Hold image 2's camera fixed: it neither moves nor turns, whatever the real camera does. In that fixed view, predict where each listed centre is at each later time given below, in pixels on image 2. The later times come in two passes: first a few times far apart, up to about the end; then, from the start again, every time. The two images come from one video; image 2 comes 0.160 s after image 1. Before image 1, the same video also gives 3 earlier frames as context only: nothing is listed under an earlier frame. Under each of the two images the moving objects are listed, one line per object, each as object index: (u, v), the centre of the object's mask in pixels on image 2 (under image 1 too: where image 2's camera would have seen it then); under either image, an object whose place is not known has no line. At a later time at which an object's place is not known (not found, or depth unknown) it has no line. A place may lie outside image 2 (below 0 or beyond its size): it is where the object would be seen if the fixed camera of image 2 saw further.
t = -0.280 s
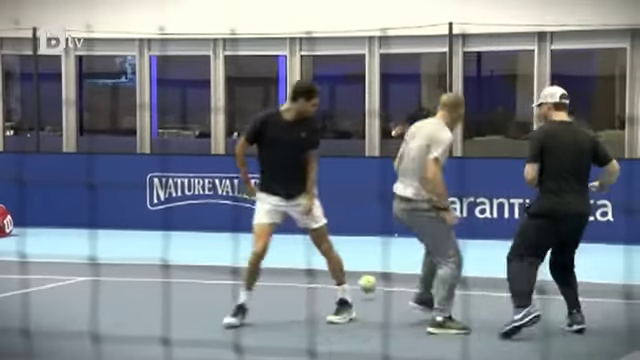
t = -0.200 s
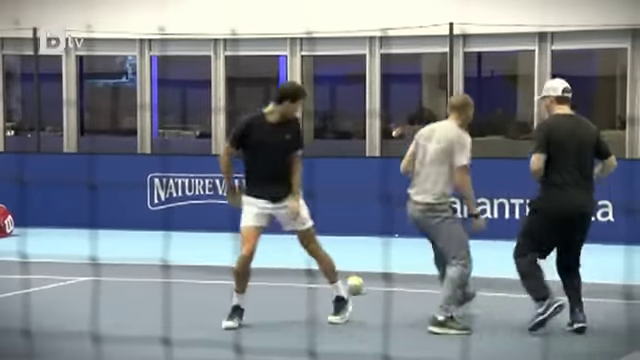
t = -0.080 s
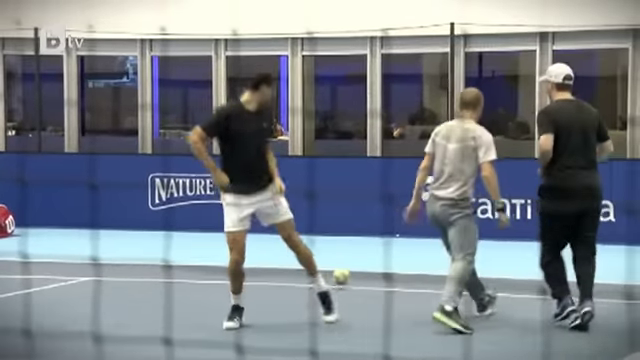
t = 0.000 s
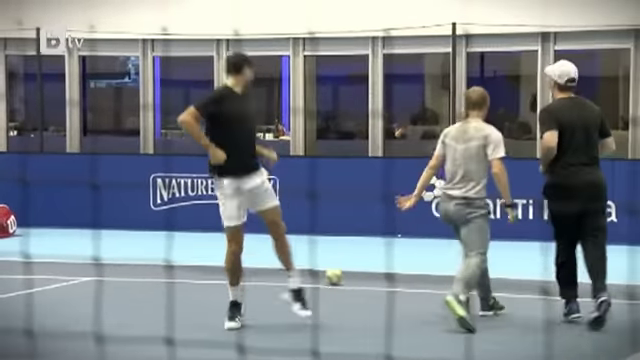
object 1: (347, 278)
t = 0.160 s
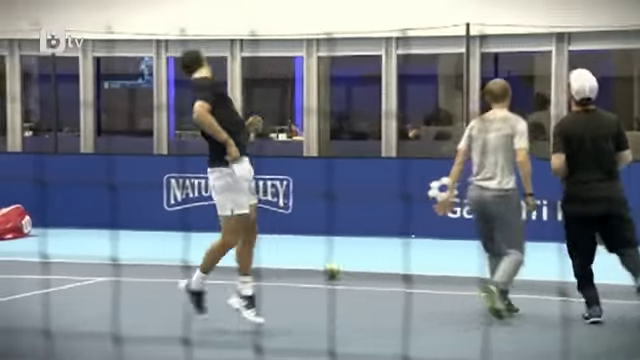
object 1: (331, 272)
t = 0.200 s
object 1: (329, 271)
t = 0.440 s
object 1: (305, 263)
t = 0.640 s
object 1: (287, 258)
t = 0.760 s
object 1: (279, 254)
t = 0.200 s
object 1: (329, 271)
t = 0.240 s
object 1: (323, 269)
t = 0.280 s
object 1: (319, 266)
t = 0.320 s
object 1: (316, 265)
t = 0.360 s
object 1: (312, 266)
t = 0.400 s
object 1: (308, 263)
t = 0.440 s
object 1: (305, 263)
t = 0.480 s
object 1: (301, 262)
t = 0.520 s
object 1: (298, 258)
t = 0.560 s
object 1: (295, 258)
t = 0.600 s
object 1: (290, 260)
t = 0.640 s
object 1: (287, 258)
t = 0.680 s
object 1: (285, 256)
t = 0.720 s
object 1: (282, 255)
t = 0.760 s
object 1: (279, 254)
